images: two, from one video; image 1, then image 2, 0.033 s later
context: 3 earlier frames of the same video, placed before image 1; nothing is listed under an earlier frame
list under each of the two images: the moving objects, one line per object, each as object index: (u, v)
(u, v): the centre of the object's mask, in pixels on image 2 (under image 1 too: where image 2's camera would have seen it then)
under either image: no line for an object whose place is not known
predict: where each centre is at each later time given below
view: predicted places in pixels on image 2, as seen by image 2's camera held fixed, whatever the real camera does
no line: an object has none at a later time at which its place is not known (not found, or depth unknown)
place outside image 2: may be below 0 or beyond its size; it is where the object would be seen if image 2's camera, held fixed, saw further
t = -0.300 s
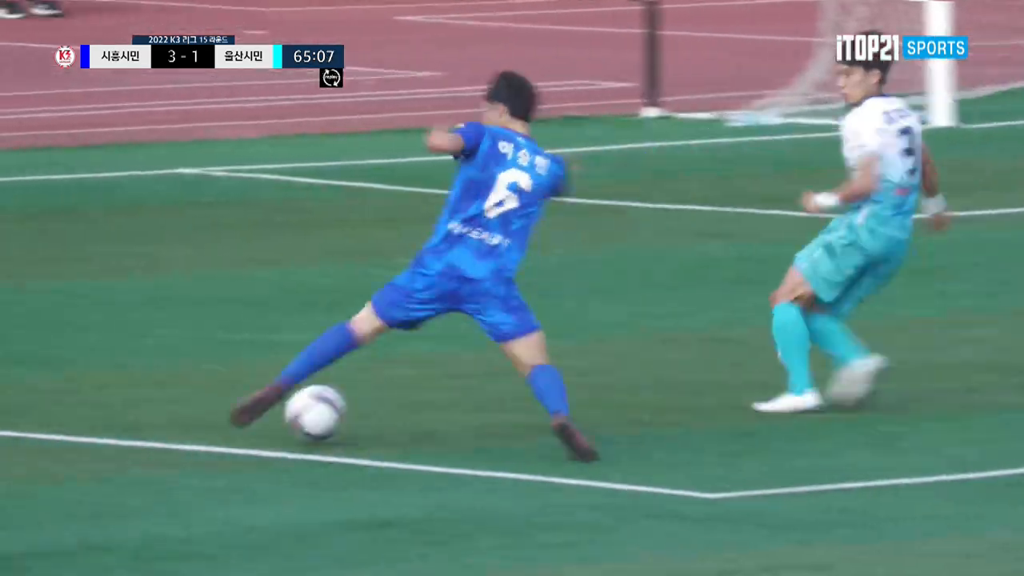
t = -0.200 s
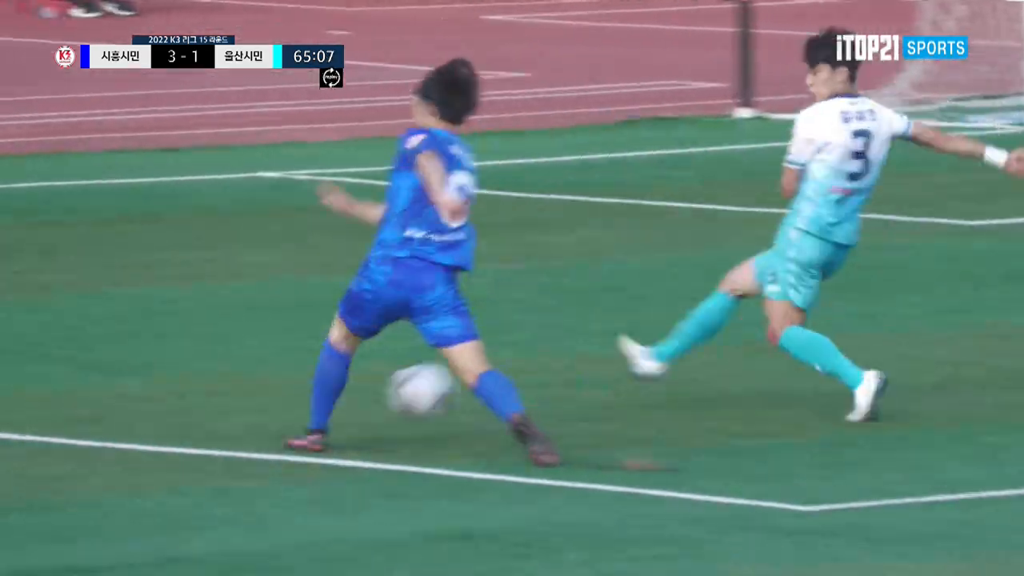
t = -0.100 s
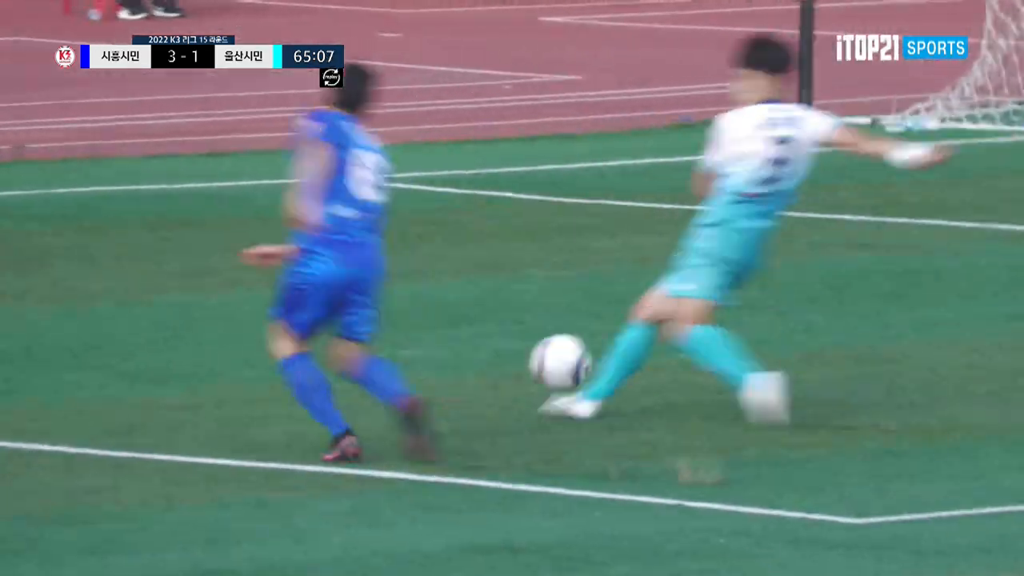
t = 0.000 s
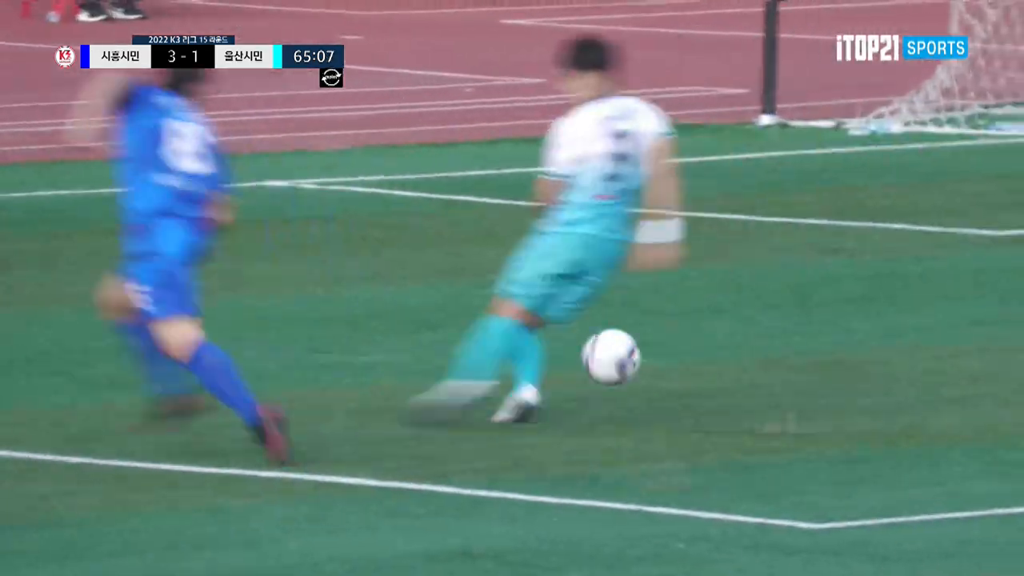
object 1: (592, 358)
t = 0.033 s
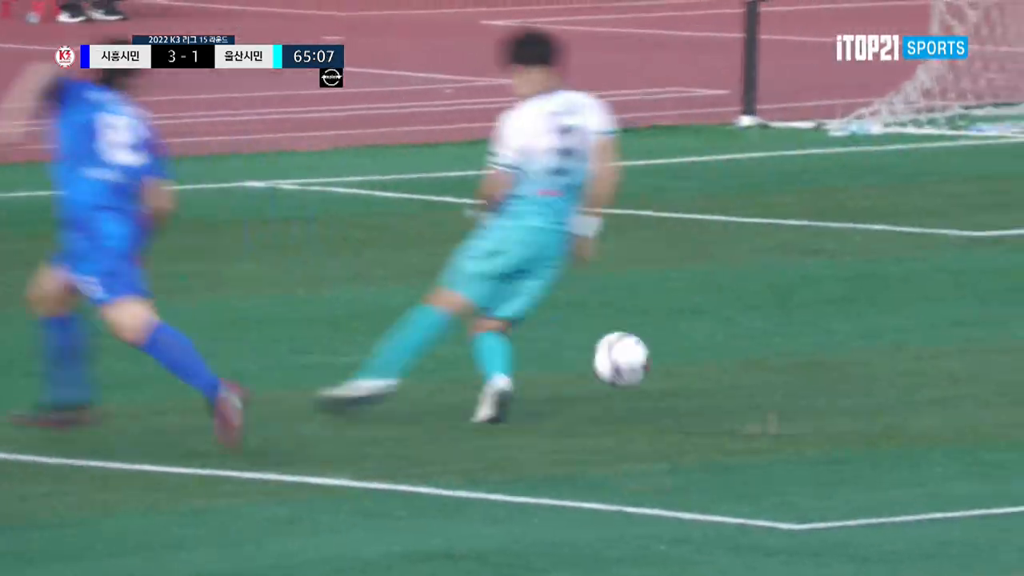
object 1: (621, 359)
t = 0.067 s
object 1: (651, 365)
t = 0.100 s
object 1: (680, 373)
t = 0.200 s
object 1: (755, 358)
